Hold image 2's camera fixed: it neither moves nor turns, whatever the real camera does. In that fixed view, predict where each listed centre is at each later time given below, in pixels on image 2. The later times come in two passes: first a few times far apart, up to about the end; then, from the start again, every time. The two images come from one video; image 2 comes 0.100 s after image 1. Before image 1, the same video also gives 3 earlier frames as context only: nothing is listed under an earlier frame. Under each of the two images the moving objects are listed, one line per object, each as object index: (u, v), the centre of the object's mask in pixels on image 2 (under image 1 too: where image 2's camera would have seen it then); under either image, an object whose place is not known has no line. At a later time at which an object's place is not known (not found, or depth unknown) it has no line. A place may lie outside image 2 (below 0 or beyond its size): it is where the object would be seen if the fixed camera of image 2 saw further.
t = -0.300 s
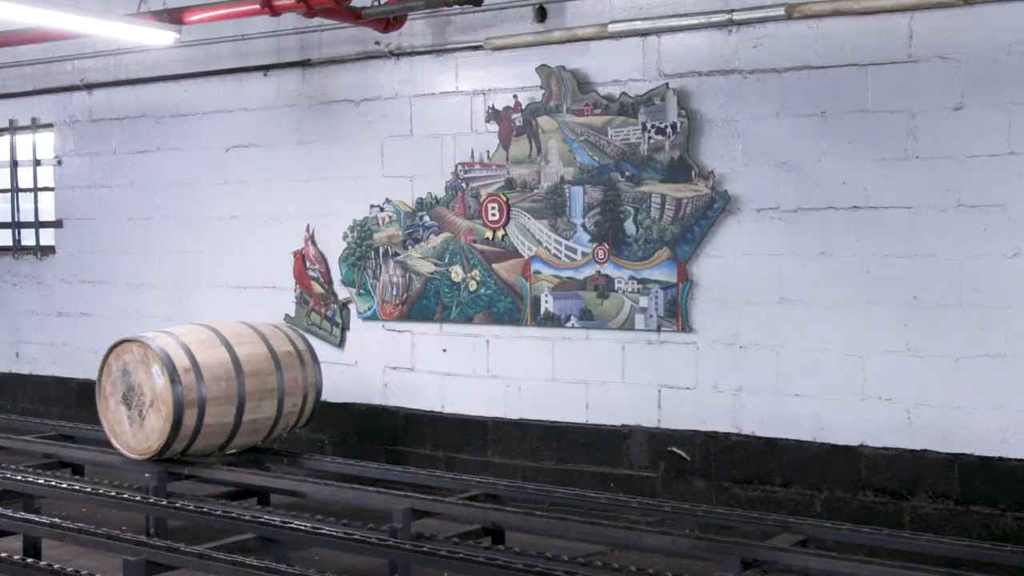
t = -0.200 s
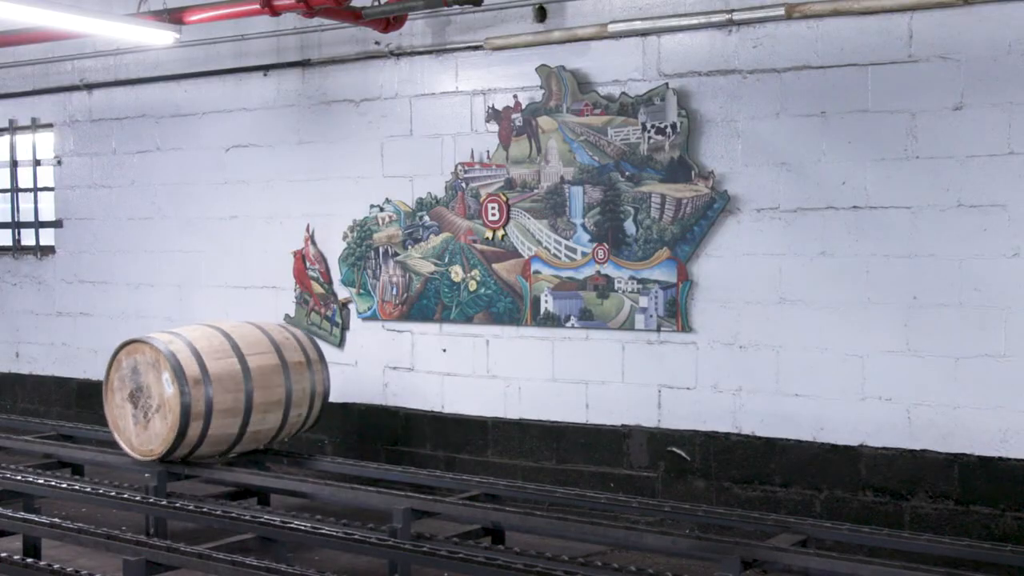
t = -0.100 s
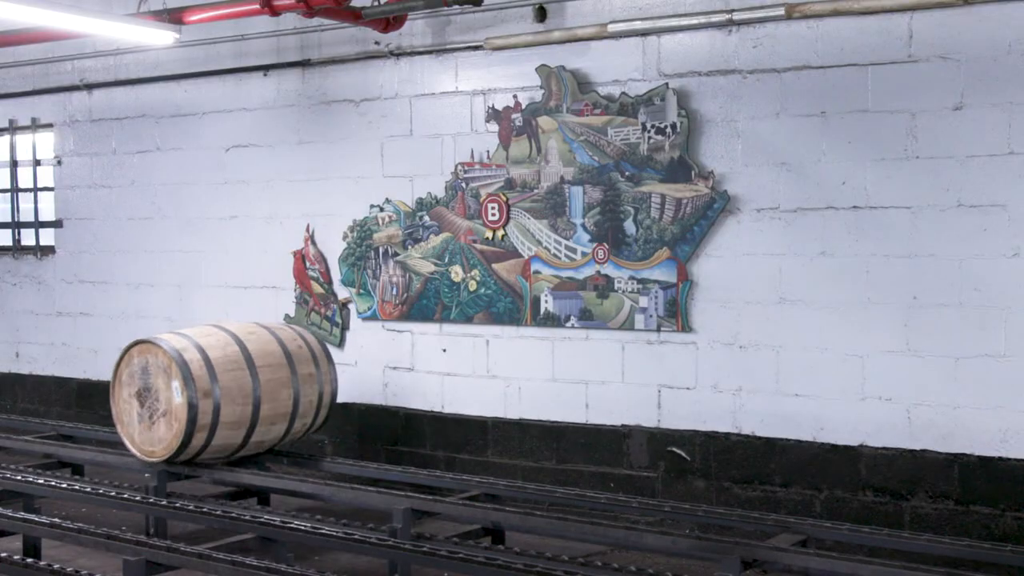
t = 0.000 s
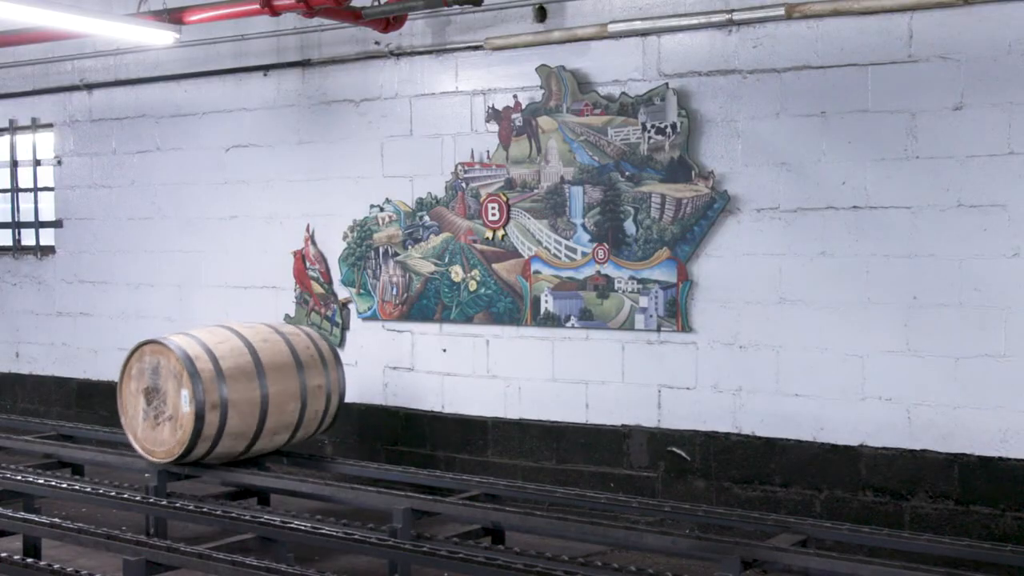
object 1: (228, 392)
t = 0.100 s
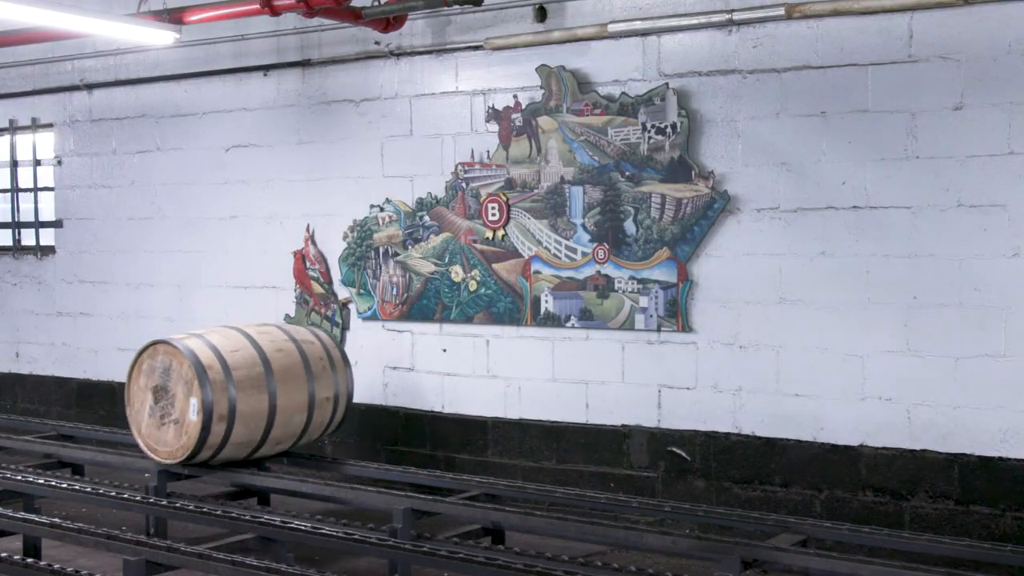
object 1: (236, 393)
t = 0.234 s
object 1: (246, 394)
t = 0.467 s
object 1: (265, 396)
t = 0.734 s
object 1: (287, 398)
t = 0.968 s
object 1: (306, 401)
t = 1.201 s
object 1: (325, 403)
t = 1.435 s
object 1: (344, 405)
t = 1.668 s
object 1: (363, 406)
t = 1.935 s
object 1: (386, 409)
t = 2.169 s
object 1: (406, 411)
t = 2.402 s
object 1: (427, 414)
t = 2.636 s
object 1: (449, 416)
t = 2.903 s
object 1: (475, 419)
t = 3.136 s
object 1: (498, 422)
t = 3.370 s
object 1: (521, 424)
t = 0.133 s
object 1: (239, 393)
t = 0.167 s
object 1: (242, 393)
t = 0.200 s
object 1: (244, 394)
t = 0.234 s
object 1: (246, 394)
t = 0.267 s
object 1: (249, 394)
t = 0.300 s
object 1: (252, 394)
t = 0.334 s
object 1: (255, 394)
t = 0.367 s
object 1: (257, 395)
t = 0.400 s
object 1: (260, 395)
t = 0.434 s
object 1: (262, 395)
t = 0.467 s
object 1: (265, 396)
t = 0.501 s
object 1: (268, 396)
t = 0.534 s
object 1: (271, 396)
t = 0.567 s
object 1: (274, 397)
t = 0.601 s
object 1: (276, 397)
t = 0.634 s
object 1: (279, 398)
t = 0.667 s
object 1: (282, 398)
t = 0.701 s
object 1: (284, 398)
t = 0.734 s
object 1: (287, 398)
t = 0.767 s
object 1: (290, 399)
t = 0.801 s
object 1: (293, 399)
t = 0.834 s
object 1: (295, 399)
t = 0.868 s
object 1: (298, 400)
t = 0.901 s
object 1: (301, 400)
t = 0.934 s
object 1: (303, 400)
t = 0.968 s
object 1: (306, 401)
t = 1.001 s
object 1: (309, 401)
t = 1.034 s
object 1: (312, 401)
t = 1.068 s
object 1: (314, 401)
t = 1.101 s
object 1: (317, 402)
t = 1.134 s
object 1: (320, 402)
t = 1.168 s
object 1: (322, 402)
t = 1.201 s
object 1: (325, 403)
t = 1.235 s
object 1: (328, 403)
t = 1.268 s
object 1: (331, 403)
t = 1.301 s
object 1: (333, 404)
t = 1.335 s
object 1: (336, 404)
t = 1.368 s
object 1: (339, 404)
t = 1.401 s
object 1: (342, 404)
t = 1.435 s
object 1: (344, 405)
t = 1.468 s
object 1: (347, 405)
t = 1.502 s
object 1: (350, 405)
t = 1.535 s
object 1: (352, 406)
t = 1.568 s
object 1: (355, 406)
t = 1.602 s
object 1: (358, 405)
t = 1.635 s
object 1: (361, 406)
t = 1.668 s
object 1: (363, 406)
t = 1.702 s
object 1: (366, 406)
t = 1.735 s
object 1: (369, 407)
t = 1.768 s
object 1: (372, 407)
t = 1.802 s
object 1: (375, 408)
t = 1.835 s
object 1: (377, 409)
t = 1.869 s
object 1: (380, 408)
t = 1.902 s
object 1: (383, 409)
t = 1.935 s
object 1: (386, 409)
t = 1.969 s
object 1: (389, 410)
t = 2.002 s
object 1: (392, 410)
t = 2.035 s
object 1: (395, 410)
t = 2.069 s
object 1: (398, 410)
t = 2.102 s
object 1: (401, 411)
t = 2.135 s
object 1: (403, 411)
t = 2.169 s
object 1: (406, 411)
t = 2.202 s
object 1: (410, 412)
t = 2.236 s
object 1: (412, 412)
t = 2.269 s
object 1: (415, 412)
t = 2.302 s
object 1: (418, 412)
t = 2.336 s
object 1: (421, 413)
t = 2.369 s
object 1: (424, 413)
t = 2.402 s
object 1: (427, 414)
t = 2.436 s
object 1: (430, 414)
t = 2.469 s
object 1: (433, 414)
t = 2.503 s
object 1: (436, 415)
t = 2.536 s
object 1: (439, 415)
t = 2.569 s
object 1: (442, 416)
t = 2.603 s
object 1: (446, 416)
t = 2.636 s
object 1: (449, 416)
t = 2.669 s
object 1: (452, 417)
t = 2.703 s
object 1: (455, 417)
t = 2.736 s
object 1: (459, 417)
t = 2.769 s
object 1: (462, 418)
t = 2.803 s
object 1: (466, 418)
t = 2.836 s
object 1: (469, 419)
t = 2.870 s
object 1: (472, 419)
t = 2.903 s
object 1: (475, 419)
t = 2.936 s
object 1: (478, 420)
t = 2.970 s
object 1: (482, 420)
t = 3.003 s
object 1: (485, 420)
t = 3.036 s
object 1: (488, 420)
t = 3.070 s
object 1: (491, 421)
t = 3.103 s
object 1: (494, 421)
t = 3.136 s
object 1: (498, 422)
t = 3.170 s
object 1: (501, 422)
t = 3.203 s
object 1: (504, 423)
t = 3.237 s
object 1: (508, 423)
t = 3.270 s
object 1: (511, 423)
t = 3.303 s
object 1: (514, 424)
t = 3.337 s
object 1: (517, 424)
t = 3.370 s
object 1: (521, 424)
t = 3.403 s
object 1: (524, 425)
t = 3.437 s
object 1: (527, 426)
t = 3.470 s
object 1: (531, 426)
